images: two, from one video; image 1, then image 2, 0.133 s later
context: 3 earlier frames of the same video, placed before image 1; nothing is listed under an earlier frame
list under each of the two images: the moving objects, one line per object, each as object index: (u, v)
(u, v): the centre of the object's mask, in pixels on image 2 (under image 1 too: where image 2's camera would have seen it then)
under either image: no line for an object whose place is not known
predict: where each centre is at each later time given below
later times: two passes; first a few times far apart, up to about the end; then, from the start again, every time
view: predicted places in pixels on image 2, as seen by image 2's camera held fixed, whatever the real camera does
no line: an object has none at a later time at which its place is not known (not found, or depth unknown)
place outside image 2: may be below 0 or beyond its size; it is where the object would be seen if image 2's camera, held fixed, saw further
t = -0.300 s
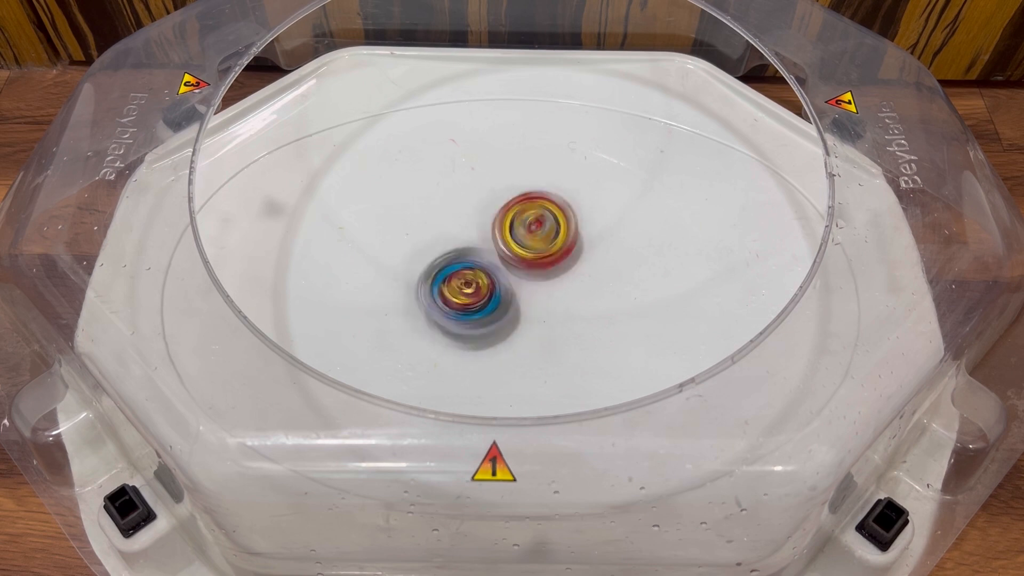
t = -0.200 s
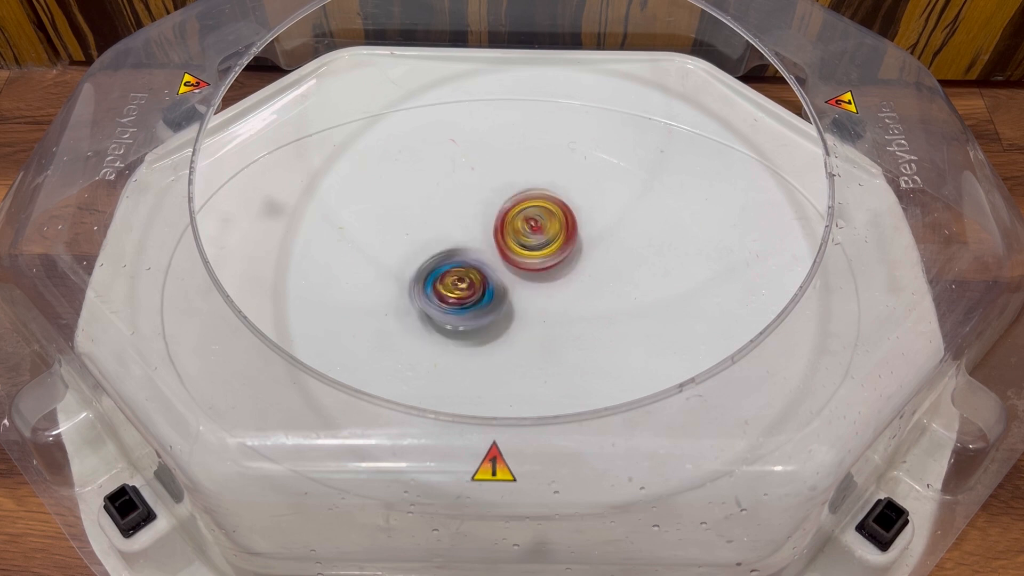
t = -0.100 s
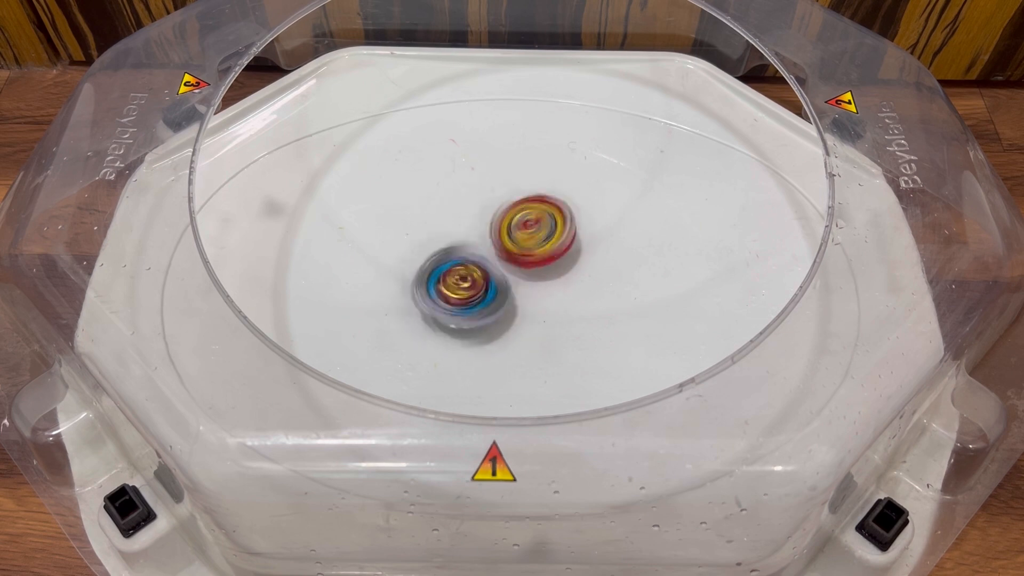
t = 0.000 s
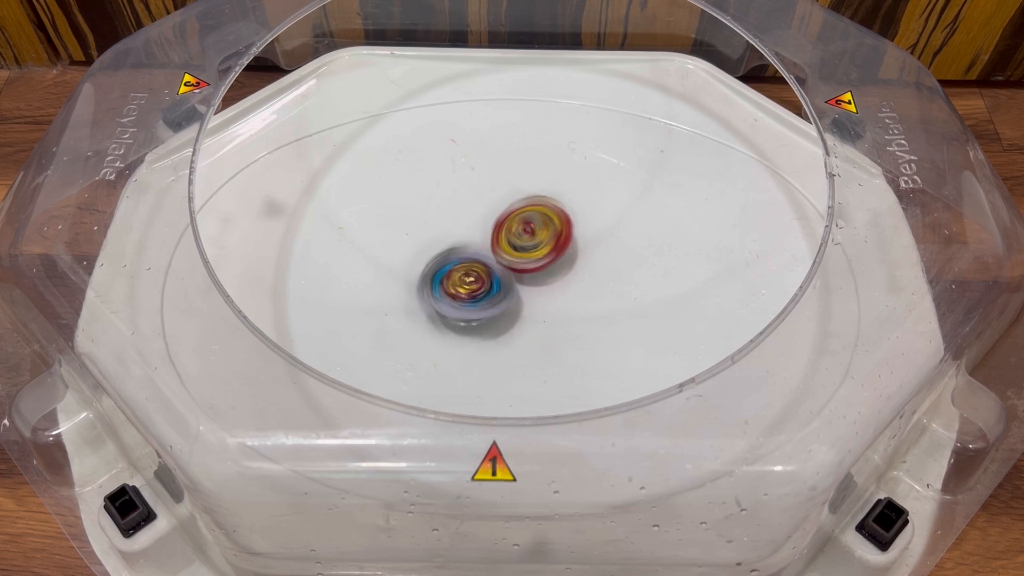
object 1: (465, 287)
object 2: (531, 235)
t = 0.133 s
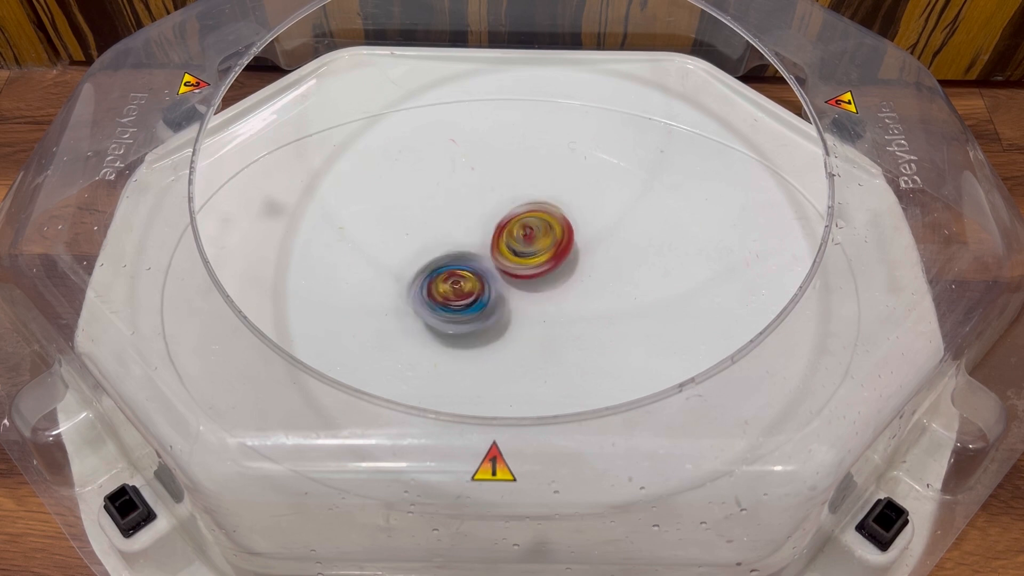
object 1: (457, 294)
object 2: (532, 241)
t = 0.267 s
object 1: (445, 301)
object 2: (540, 247)
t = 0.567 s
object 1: (422, 327)
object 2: (591, 252)
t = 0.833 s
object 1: (451, 330)
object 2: (583, 287)
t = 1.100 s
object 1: (473, 310)
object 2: (567, 300)
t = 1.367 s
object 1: (465, 296)
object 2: (609, 282)
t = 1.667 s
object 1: (473, 265)
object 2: (607, 279)
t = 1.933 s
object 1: (476, 256)
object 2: (571, 274)
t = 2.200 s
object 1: (469, 262)
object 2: (579, 271)
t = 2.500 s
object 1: (476, 282)
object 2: (580, 262)
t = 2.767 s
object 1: (457, 303)
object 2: (576, 259)
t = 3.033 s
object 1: (458, 303)
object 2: (557, 245)
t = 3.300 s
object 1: (457, 281)
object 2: (552, 246)
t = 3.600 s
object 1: (452, 281)
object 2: (546, 245)
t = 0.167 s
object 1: (454, 297)
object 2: (529, 244)
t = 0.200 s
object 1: (452, 294)
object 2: (527, 247)
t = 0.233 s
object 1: (455, 294)
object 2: (528, 250)
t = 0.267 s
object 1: (445, 301)
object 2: (540, 247)
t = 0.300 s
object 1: (435, 307)
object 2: (557, 242)
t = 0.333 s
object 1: (435, 309)
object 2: (569, 239)
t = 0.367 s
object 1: (427, 311)
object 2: (577, 240)
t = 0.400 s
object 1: (428, 314)
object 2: (583, 239)
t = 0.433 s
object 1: (428, 318)
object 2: (585, 242)
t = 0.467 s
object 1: (422, 320)
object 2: (589, 243)
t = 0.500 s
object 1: (426, 326)
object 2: (590, 246)
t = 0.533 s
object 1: (423, 325)
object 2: (591, 248)
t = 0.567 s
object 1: (422, 327)
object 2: (591, 252)
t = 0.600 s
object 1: (425, 331)
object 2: (592, 255)
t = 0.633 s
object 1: (423, 329)
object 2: (592, 259)
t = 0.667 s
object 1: (429, 332)
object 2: (592, 263)
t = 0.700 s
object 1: (429, 330)
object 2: (592, 268)
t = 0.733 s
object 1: (436, 329)
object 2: (590, 273)
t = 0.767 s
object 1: (439, 330)
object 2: (589, 278)
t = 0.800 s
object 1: (441, 328)
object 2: (586, 283)
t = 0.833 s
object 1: (451, 330)
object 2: (583, 287)
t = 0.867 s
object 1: (453, 324)
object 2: (578, 290)
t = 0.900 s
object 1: (459, 323)
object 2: (573, 294)
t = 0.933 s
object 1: (459, 323)
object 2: (567, 297)
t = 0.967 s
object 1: (467, 318)
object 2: (561, 300)
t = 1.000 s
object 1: (465, 318)
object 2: (566, 300)
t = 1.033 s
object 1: (466, 316)
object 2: (566, 300)
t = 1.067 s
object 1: (469, 317)
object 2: (567, 301)
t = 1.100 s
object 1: (473, 310)
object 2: (567, 300)
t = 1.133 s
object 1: (466, 310)
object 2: (577, 300)
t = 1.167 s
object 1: (468, 310)
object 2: (583, 296)
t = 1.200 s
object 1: (466, 309)
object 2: (589, 292)
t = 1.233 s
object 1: (471, 307)
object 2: (593, 290)
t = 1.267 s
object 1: (464, 302)
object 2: (598, 286)
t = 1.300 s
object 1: (464, 302)
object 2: (602, 286)
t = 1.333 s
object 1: (466, 298)
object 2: (607, 285)
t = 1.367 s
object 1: (465, 296)
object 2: (609, 282)
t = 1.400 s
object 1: (472, 291)
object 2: (612, 283)
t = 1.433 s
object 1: (468, 286)
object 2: (611, 285)
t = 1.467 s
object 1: (471, 284)
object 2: (612, 284)
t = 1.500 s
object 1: (470, 281)
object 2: (610, 284)
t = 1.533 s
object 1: (470, 283)
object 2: (609, 282)
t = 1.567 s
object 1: (475, 277)
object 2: (607, 281)
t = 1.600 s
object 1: (474, 273)
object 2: (608, 280)
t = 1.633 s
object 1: (479, 267)
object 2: (608, 280)
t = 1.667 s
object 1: (473, 265)
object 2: (607, 279)
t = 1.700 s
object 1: (473, 265)
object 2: (607, 280)
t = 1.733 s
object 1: (475, 262)
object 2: (603, 280)
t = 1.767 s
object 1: (475, 262)
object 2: (601, 280)
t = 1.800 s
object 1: (480, 257)
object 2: (596, 279)
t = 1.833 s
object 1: (474, 253)
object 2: (591, 278)
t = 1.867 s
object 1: (474, 253)
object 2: (585, 278)
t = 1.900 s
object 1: (473, 252)
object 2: (578, 275)
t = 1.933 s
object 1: (476, 256)
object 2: (571, 274)
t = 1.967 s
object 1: (479, 252)
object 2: (564, 272)
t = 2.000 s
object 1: (475, 249)
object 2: (563, 271)
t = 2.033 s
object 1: (473, 250)
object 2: (566, 275)
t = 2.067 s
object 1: (470, 253)
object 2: (563, 273)
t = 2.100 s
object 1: (469, 258)
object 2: (564, 268)
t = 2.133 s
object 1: (471, 262)
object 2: (571, 266)
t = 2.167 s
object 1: (471, 262)
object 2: (578, 269)
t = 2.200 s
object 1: (469, 262)
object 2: (579, 271)
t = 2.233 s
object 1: (471, 265)
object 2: (579, 269)
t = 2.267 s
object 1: (471, 264)
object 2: (583, 265)
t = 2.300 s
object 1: (468, 265)
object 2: (586, 262)
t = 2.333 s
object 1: (469, 268)
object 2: (591, 261)
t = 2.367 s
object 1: (473, 271)
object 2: (596, 263)
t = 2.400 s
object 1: (472, 271)
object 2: (593, 264)
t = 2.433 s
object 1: (470, 274)
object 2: (588, 264)
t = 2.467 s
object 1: (472, 278)
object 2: (583, 264)
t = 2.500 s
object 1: (476, 282)
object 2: (580, 262)
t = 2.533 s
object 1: (478, 286)
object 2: (582, 262)
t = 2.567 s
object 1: (476, 289)
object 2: (583, 262)
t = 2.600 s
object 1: (473, 293)
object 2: (582, 262)
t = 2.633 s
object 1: (470, 297)
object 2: (583, 262)
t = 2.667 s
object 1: (466, 300)
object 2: (582, 262)
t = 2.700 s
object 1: (463, 301)
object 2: (580, 261)
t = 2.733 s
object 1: (460, 302)
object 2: (579, 259)
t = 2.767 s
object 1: (457, 303)
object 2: (576, 259)
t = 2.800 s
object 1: (456, 303)
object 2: (573, 257)
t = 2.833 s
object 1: (454, 303)
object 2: (572, 254)
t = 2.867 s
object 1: (453, 303)
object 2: (569, 253)
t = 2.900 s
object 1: (453, 303)
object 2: (565, 252)
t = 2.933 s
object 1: (453, 303)
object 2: (564, 248)
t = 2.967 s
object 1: (454, 303)
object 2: (563, 248)
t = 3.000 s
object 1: (455, 303)
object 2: (559, 247)
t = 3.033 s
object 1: (458, 303)
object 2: (557, 245)
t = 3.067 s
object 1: (460, 302)
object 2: (559, 242)
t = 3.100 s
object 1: (464, 301)
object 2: (558, 242)
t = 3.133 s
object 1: (467, 298)
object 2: (556, 242)
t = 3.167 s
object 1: (469, 295)
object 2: (557, 241)
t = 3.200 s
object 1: (469, 289)
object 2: (558, 243)
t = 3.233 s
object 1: (466, 284)
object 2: (557, 245)
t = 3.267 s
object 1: (462, 282)
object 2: (554, 246)
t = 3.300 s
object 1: (457, 281)
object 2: (552, 246)
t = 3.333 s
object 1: (453, 280)
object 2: (551, 247)
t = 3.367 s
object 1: (450, 281)
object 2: (550, 246)
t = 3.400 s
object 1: (448, 281)
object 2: (551, 244)
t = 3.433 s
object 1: (447, 281)
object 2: (553, 244)
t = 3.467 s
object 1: (447, 282)
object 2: (552, 245)
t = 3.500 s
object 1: (447, 282)
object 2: (550, 245)
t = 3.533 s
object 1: (448, 281)
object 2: (549, 244)
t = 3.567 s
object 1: (450, 281)
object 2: (548, 245)
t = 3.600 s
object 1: (452, 281)
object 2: (546, 245)
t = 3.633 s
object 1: (455, 281)
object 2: (543, 246)
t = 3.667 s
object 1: (459, 281)
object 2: (539, 246)
